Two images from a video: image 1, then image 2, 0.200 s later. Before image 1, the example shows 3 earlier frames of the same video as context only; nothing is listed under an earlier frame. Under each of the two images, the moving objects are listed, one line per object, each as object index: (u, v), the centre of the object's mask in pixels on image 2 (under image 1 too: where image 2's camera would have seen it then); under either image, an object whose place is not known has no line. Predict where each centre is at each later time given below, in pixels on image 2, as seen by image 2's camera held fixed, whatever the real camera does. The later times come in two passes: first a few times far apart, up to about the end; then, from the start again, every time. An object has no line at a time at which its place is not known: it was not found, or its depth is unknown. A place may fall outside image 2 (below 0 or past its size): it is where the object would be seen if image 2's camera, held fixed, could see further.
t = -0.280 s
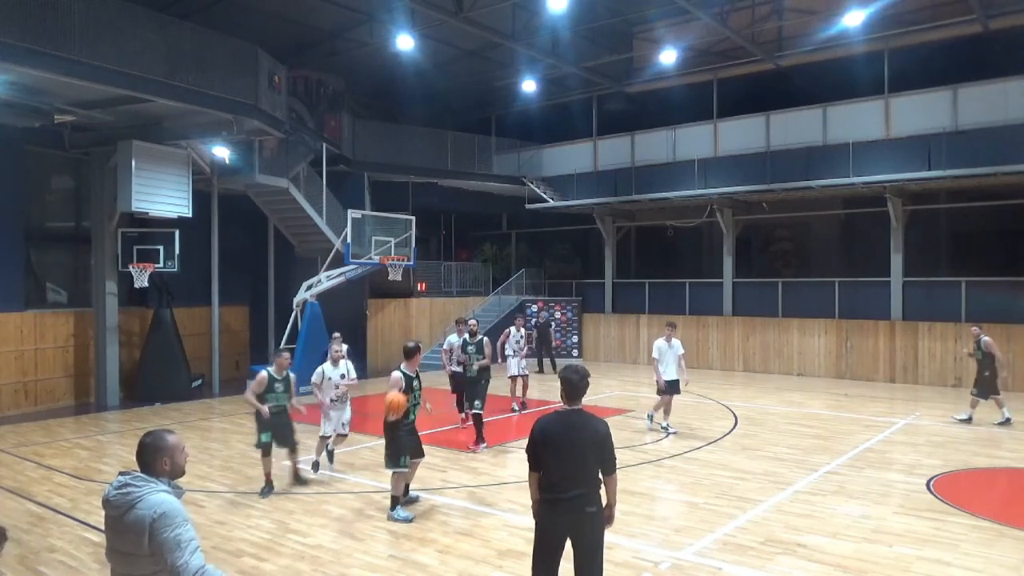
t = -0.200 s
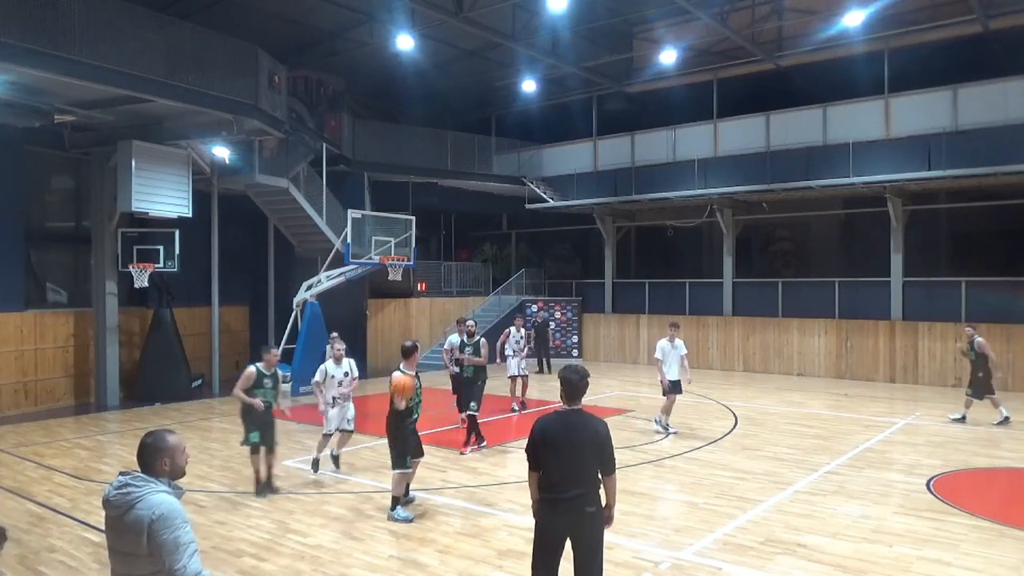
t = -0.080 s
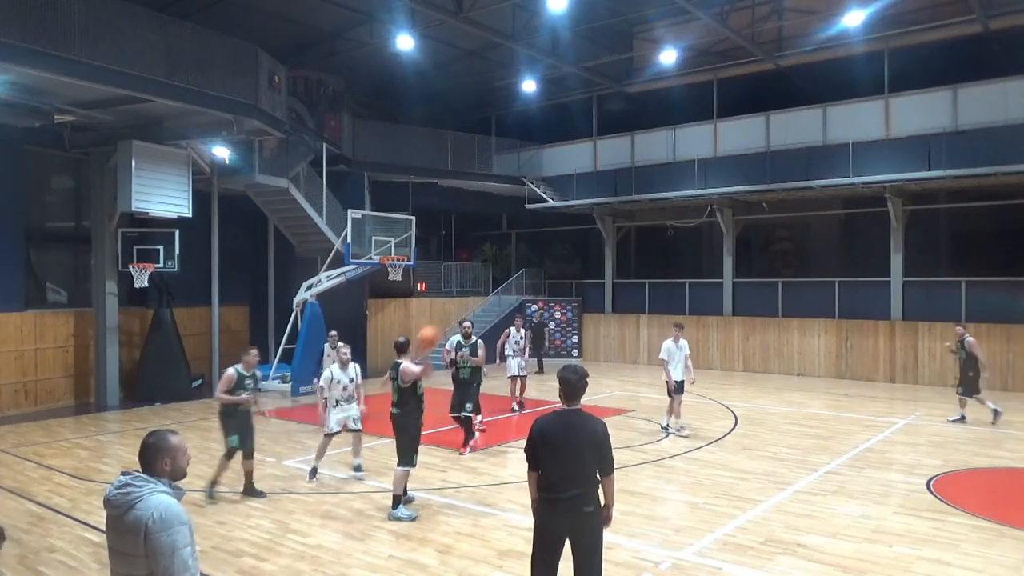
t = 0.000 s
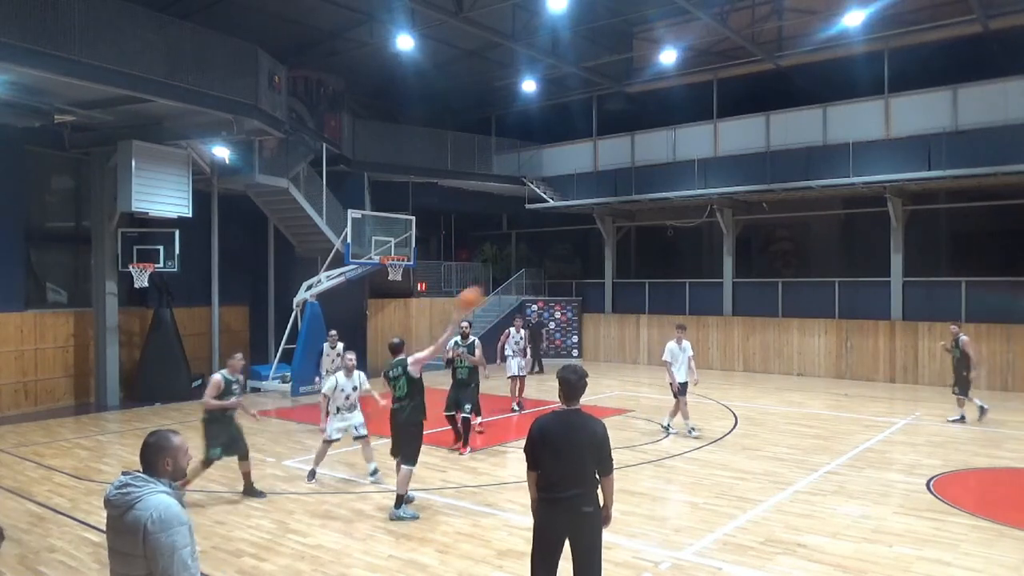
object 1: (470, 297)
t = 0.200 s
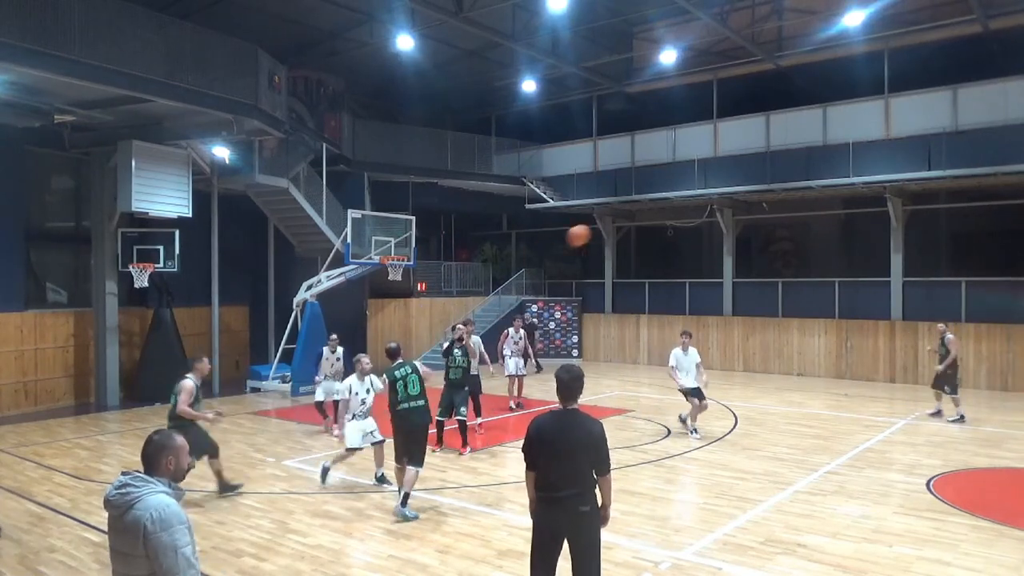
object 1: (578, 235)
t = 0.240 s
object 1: (596, 228)
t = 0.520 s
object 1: (698, 210)
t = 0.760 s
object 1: (763, 230)
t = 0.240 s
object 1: (596, 228)
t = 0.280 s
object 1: (614, 221)
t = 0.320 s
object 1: (629, 217)
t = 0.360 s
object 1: (644, 213)
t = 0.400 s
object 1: (659, 211)
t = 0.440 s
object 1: (673, 210)
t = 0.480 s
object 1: (686, 210)
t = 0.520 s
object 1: (698, 210)
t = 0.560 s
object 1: (709, 212)
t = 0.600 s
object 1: (722, 213)
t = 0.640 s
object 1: (732, 217)
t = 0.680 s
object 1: (743, 221)
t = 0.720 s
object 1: (753, 225)
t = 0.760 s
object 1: (763, 230)
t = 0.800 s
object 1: (772, 235)
